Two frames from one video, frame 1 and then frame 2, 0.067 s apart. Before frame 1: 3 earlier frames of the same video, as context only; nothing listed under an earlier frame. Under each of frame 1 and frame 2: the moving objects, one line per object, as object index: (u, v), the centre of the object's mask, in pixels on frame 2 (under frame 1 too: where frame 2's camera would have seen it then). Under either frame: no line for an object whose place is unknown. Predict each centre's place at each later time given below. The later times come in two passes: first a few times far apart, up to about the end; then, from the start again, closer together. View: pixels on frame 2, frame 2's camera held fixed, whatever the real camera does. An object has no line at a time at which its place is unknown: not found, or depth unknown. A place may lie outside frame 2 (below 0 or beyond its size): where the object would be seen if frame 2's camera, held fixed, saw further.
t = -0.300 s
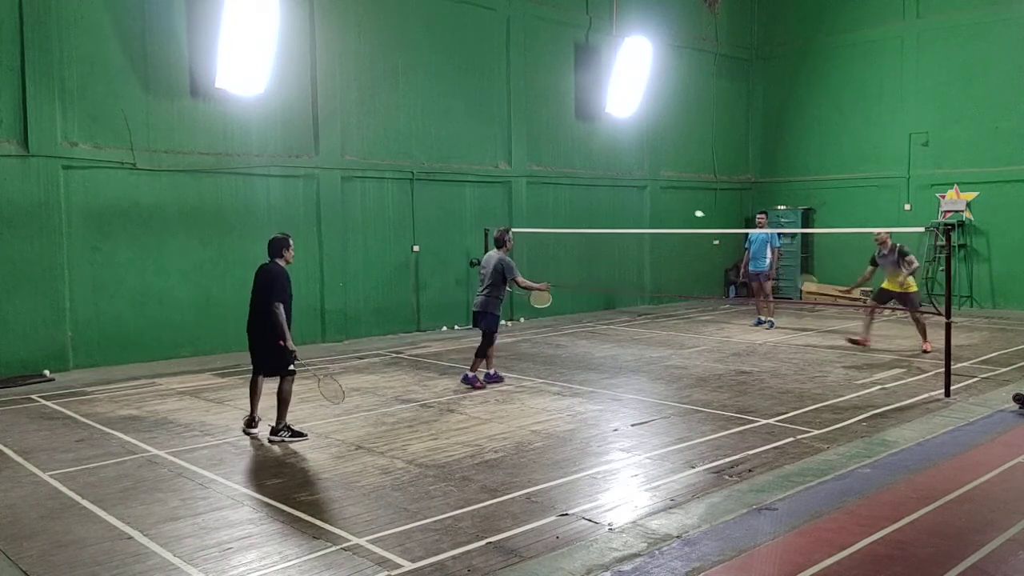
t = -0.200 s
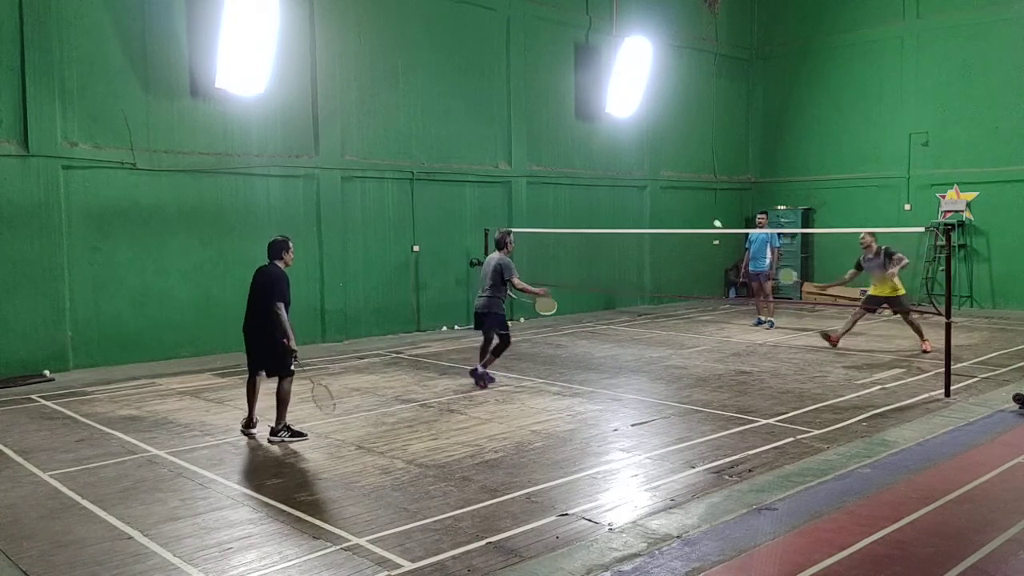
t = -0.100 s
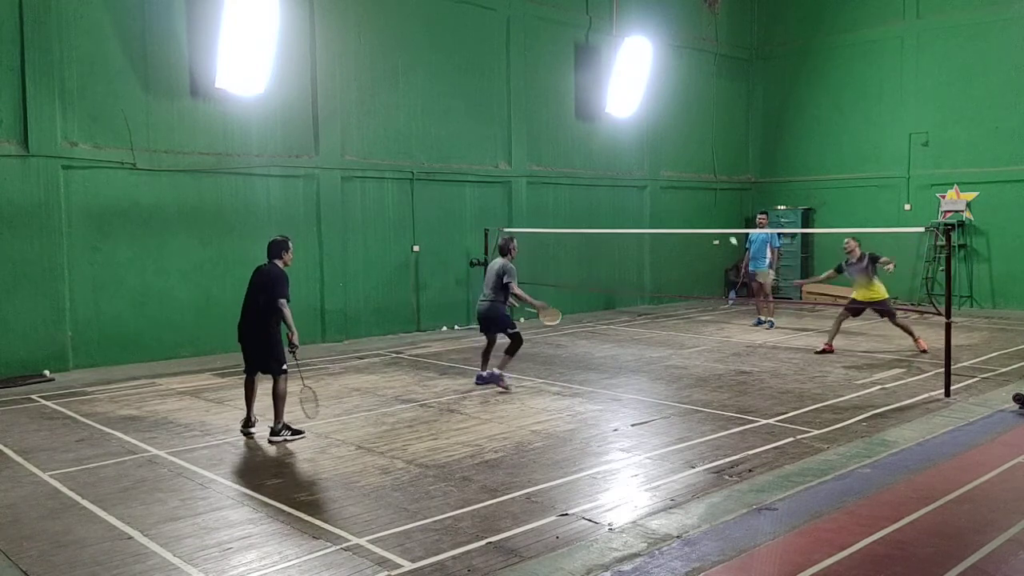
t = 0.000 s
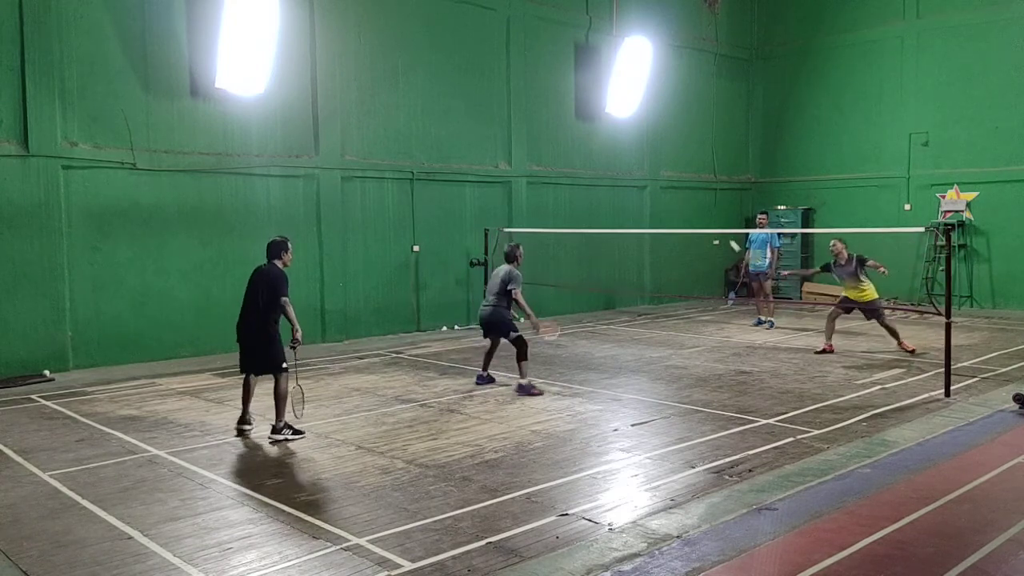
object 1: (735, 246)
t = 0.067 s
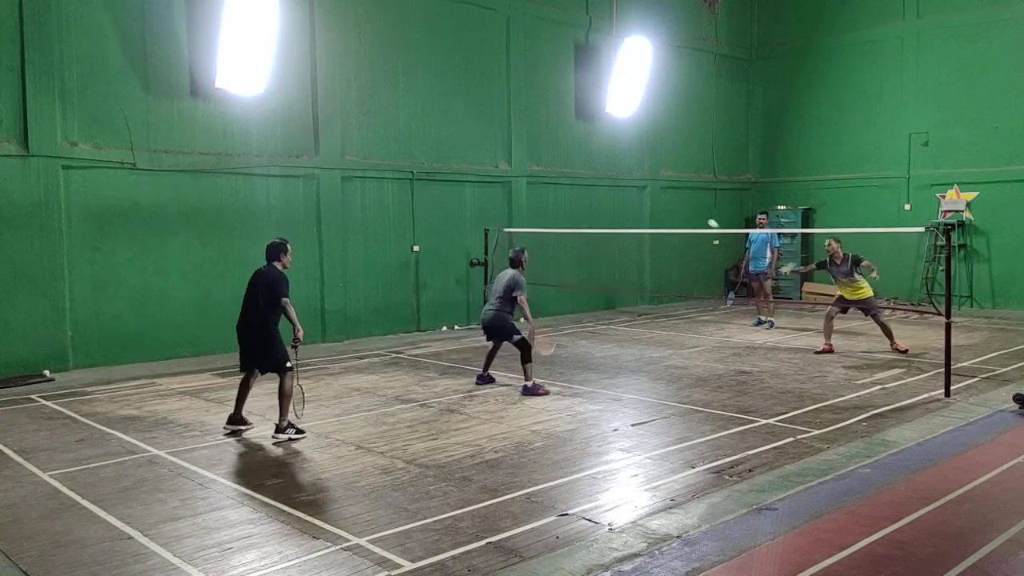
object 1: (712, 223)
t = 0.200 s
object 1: (685, 203)
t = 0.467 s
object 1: (627, 212)
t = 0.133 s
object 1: (699, 213)
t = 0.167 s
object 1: (693, 208)
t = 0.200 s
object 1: (685, 203)
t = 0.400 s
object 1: (642, 202)
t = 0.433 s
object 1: (634, 207)
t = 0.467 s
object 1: (627, 212)
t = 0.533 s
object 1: (612, 227)
